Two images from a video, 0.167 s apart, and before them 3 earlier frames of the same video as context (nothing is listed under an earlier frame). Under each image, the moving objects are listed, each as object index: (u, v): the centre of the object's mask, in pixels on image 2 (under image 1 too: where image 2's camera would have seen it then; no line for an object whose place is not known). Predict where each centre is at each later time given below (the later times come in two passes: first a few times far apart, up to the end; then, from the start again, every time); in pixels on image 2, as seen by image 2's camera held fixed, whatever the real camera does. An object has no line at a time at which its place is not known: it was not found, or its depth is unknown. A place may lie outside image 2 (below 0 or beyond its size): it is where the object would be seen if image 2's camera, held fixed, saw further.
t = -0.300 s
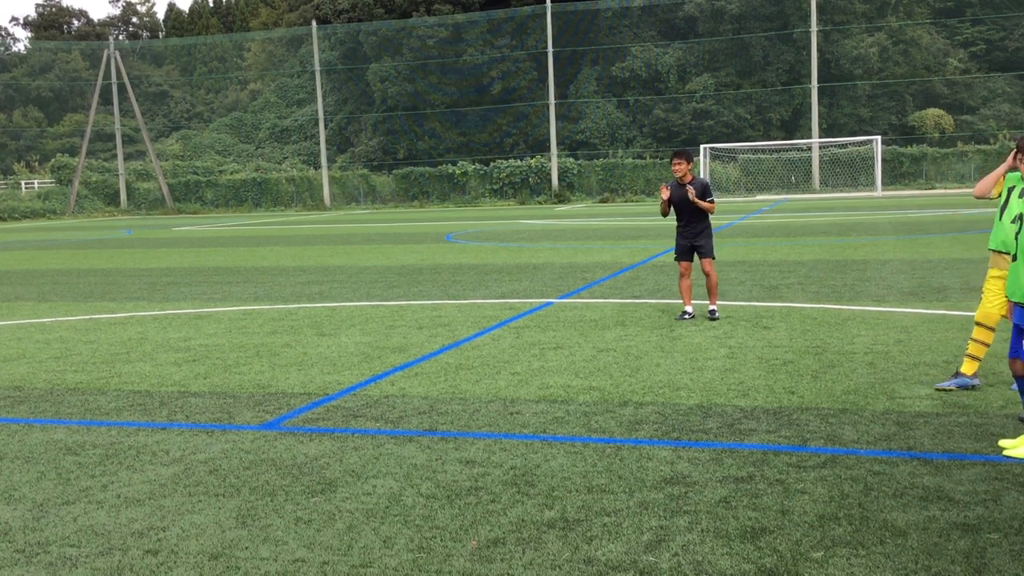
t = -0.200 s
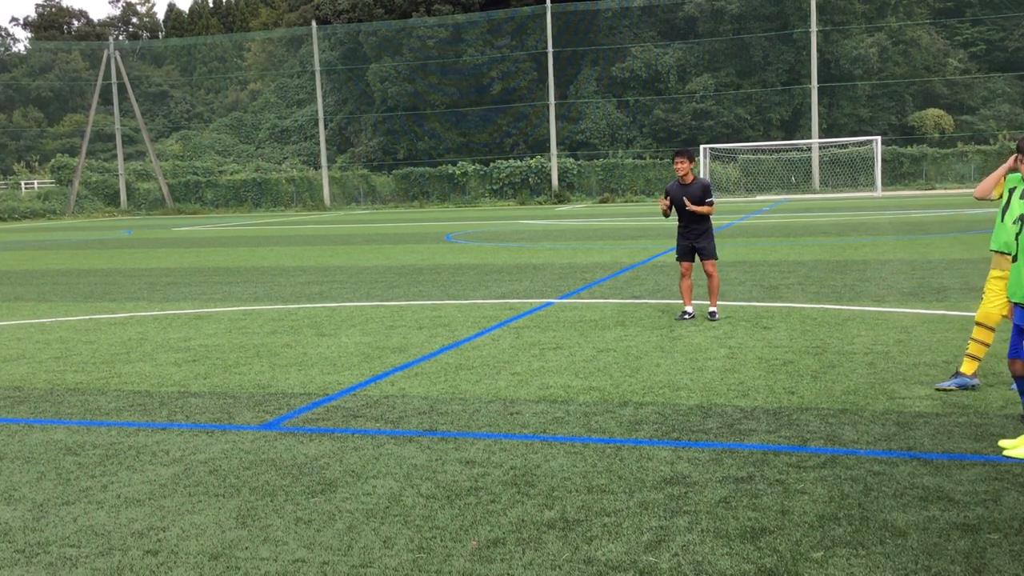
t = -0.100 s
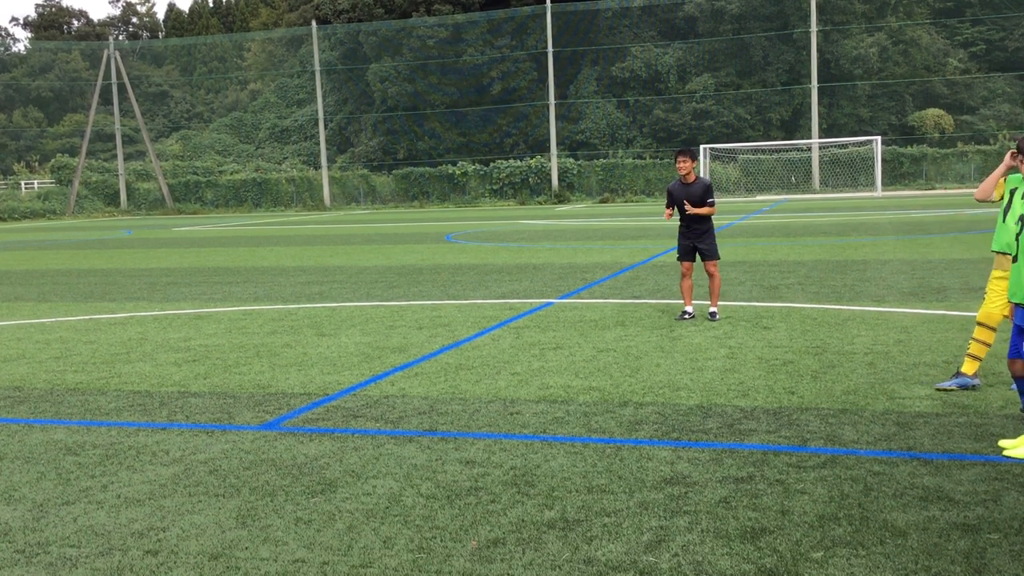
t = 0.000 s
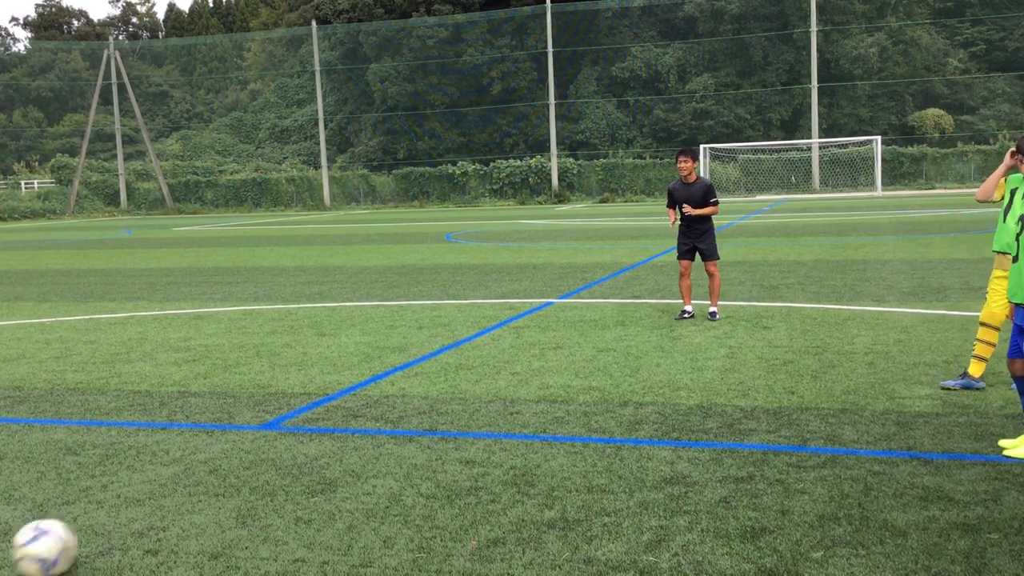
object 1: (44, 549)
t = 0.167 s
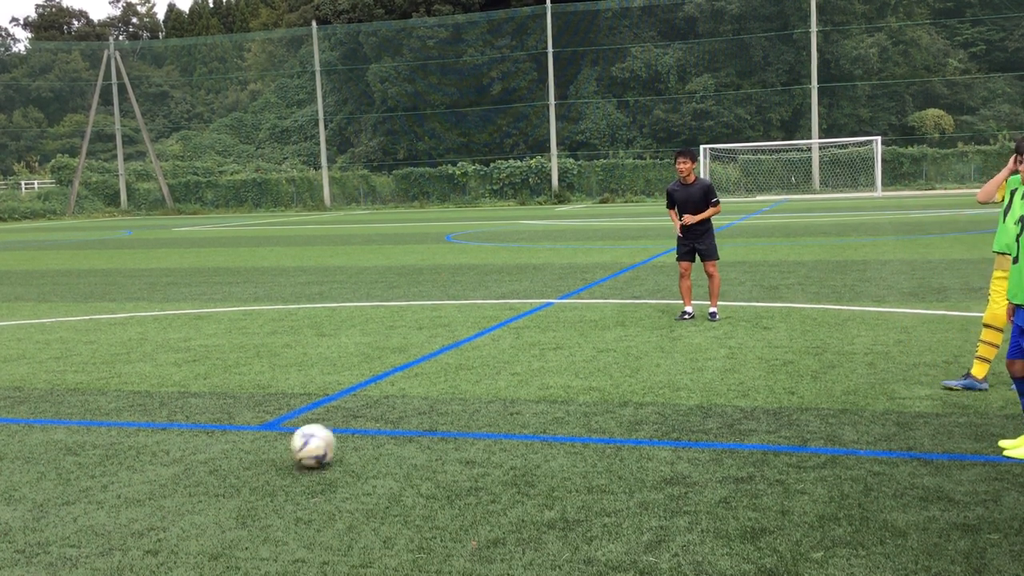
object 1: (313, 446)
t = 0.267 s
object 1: (404, 410)
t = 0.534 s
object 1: (552, 356)
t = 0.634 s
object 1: (589, 342)
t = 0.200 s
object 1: (348, 435)
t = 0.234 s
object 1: (378, 422)
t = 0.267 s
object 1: (404, 410)
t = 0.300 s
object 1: (429, 401)
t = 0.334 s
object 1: (452, 393)
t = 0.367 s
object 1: (472, 386)
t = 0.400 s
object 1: (490, 378)
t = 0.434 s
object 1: (507, 372)
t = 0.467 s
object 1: (523, 367)
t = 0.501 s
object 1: (538, 362)
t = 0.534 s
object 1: (552, 356)
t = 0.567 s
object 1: (565, 351)
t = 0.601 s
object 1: (577, 346)
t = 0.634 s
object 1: (589, 342)
